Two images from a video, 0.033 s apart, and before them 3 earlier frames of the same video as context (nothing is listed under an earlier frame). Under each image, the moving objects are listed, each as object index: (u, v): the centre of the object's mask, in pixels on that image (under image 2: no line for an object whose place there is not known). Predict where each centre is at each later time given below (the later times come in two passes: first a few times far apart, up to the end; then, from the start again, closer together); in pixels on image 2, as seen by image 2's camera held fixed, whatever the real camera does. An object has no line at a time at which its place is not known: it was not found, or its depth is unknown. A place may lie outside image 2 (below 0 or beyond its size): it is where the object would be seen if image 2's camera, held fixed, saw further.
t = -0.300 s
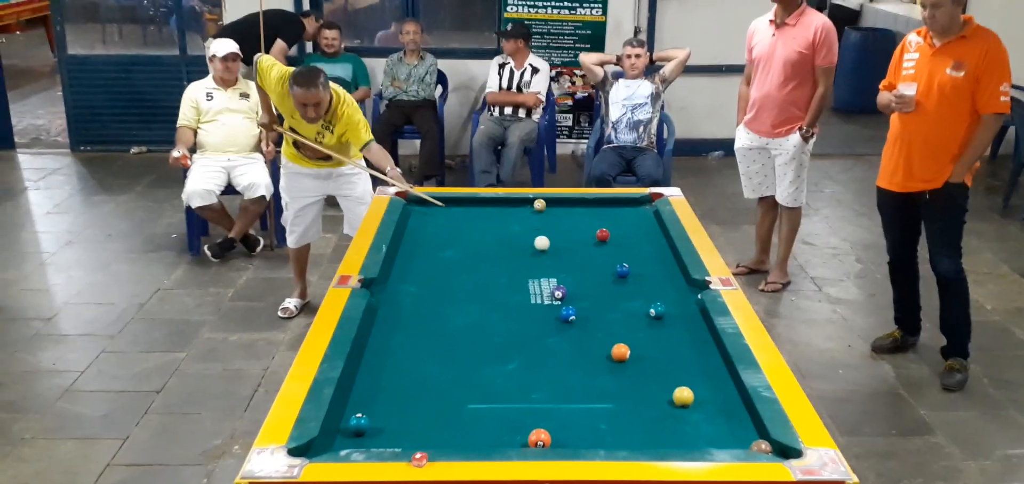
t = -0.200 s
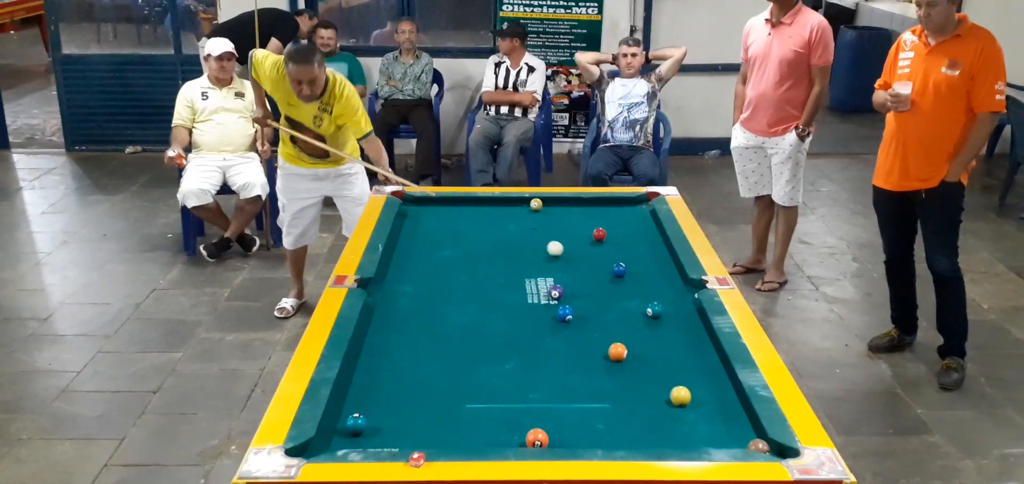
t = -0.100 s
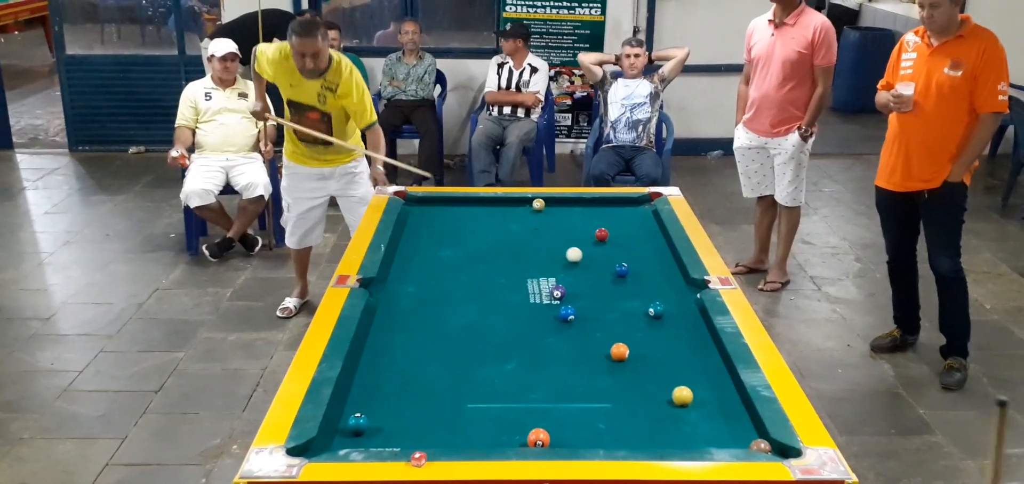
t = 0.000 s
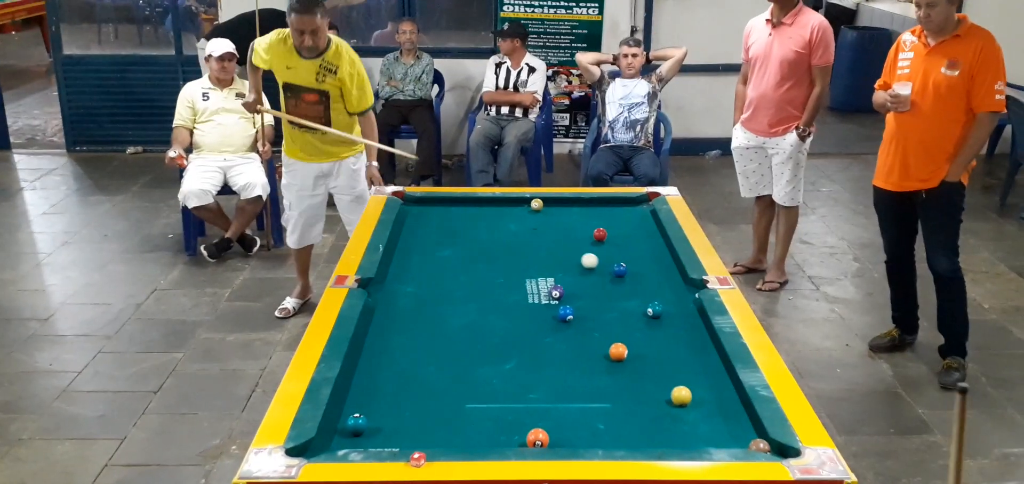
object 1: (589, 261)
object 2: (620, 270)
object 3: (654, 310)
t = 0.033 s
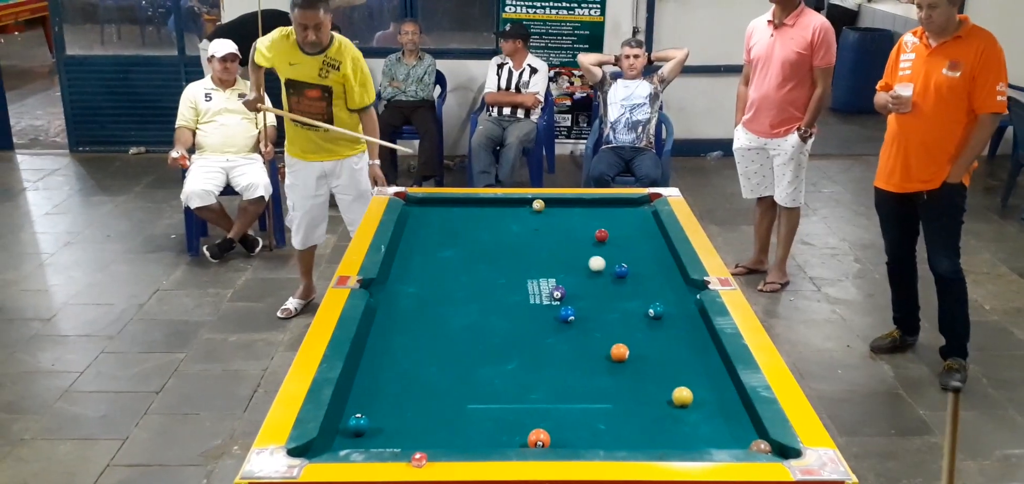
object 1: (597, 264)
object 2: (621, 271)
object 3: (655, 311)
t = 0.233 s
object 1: (613, 274)
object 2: (648, 276)
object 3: (655, 311)
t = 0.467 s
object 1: (626, 283)
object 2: (687, 282)
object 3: (655, 311)
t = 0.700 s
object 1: (638, 293)
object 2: (698, 289)
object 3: (655, 311)
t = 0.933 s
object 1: (649, 301)
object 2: (693, 288)
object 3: (656, 311)
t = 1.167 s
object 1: (656, 306)
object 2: (689, 286)
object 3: (662, 318)
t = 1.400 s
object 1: (660, 309)
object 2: (688, 285)
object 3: (667, 324)
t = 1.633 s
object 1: (663, 311)
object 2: (687, 285)
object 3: (671, 330)
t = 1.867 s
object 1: (665, 313)
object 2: (687, 285)
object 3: (675, 336)
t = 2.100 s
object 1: (666, 313)
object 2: (687, 285)
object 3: (678, 339)
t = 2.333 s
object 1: (666, 313)
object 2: (688, 285)
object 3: (681, 341)
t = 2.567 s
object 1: (666, 313)
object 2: (688, 285)
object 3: (681, 344)
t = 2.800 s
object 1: (666, 313)
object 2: (688, 285)
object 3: (681, 344)
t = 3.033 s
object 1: (667, 313)
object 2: (687, 285)
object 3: (681, 344)
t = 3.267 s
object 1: (667, 313)
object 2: (688, 285)
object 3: (681, 344)
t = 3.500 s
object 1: (667, 312)
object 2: (688, 284)
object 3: (682, 344)
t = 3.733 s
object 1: (666, 313)
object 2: (687, 284)
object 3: (681, 344)
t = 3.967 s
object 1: (666, 313)
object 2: (687, 284)
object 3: (681, 344)
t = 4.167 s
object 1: (666, 313)
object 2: (688, 285)
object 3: (681, 344)
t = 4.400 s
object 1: (666, 313)
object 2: (687, 285)
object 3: (681, 344)
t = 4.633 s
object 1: (666, 313)
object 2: (688, 284)
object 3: (681, 344)
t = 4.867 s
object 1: (666, 313)
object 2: (688, 284)
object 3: (681, 344)
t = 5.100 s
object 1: (666, 313)
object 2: (687, 285)
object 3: (681, 344)
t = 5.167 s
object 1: (666, 313)
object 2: (688, 284)
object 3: (681, 344)
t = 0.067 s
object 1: (602, 266)
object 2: (621, 271)
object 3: (655, 311)
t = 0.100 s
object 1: (607, 268)
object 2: (623, 271)
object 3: (655, 311)
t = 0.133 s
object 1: (608, 269)
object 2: (632, 273)
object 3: (655, 311)
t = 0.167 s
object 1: (610, 271)
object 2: (638, 274)
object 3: (655, 311)
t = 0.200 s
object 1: (612, 272)
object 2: (643, 275)
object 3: (655, 311)
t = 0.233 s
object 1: (613, 274)
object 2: (648, 276)
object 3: (655, 311)
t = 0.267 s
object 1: (615, 275)
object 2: (654, 277)
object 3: (655, 311)
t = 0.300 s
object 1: (617, 276)
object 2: (660, 278)
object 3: (655, 311)
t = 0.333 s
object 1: (619, 278)
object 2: (665, 279)
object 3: (655, 311)
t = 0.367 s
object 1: (621, 279)
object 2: (671, 280)
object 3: (655, 311)
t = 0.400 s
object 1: (622, 281)
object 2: (676, 280)
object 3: (655, 311)
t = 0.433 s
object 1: (624, 282)
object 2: (682, 281)
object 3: (655, 311)
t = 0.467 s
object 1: (626, 283)
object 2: (687, 282)
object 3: (655, 311)
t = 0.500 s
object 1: (628, 285)
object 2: (689, 284)
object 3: (655, 311)
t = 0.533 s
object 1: (630, 286)
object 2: (691, 285)
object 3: (655, 311)
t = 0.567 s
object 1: (631, 288)
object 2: (693, 286)
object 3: (655, 311)
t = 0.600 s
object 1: (633, 289)
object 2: (695, 287)
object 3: (655, 311)
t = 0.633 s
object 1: (635, 290)
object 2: (696, 288)
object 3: (655, 311)
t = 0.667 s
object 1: (636, 292)
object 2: (698, 289)
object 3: (655, 311)
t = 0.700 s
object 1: (638, 293)
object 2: (698, 289)
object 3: (655, 311)
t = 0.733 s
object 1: (640, 295)
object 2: (697, 289)
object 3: (655, 311)
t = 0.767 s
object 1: (641, 296)
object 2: (696, 289)
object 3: (655, 311)
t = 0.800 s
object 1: (643, 297)
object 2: (695, 289)
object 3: (655, 311)
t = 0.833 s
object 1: (645, 299)
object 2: (694, 289)
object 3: (655, 311)
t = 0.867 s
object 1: (646, 300)
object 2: (694, 289)
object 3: (656, 311)
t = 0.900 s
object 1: (647, 300)
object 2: (693, 288)
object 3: (656, 311)
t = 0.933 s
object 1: (649, 301)
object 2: (693, 288)
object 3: (656, 311)
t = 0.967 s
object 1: (650, 302)
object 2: (692, 288)
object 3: (656, 311)
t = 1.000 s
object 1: (651, 303)
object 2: (692, 288)
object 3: (657, 313)
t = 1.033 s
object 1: (652, 303)
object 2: (691, 287)
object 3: (658, 314)
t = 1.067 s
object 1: (653, 304)
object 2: (690, 287)
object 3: (659, 315)
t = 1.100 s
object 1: (654, 305)
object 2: (690, 287)
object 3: (660, 316)
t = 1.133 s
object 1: (655, 305)
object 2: (690, 286)
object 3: (661, 317)
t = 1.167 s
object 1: (656, 306)
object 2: (689, 286)
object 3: (662, 318)
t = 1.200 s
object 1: (657, 306)
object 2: (689, 286)
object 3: (662, 319)
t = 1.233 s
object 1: (657, 307)
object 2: (689, 286)
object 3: (663, 319)
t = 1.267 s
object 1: (658, 307)
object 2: (688, 286)
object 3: (664, 321)
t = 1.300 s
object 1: (659, 308)
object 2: (688, 285)
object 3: (665, 321)
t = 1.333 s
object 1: (659, 308)
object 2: (688, 285)
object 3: (666, 322)
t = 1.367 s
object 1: (660, 309)
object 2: (688, 285)
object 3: (666, 323)
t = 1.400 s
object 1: (660, 309)
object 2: (688, 285)
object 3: (667, 324)
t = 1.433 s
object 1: (661, 310)
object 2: (688, 285)
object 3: (667, 325)
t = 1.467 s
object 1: (661, 310)
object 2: (687, 285)
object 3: (668, 326)
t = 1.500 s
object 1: (662, 310)
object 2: (687, 285)
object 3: (668, 327)
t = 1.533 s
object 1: (662, 311)
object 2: (687, 285)
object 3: (669, 328)
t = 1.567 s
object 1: (663, 311)
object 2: (687, 285)
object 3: (669, 329)
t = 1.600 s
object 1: (663, 311)
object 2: (687, 285)
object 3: (670, 329)
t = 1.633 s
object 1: (663, 311)
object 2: (687, 285)
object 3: (671, 330)
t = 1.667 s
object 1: (664, 312)
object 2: (687, 285)
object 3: (671, 331)
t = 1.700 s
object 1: (664, 312)
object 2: (687, 285)
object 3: (672, 332)
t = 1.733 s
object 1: (664, 312)
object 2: (687, 285)
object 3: (673, 333)
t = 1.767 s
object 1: (665, 312)
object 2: (687, 285)
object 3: (673, 333)
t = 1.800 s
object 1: (665, 312)
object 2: (687, 285)
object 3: (674, 334)
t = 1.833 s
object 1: (665, 312)
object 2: (687, 285)
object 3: (674, 335)
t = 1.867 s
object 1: (665, 313)
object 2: (687, 285)
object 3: (675, 336)
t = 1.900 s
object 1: (666, 313)
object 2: (688, 285)
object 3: (675, 336)
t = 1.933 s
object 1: (666, 313)
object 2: (687, 285)
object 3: (676, 337)
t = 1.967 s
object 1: (666, 313)
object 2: (687, 285)
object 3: (676, 337)
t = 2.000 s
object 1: (666, 313)
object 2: (687, 285)
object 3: (677, 338)
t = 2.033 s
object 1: (666, 313)
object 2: (687, 285)
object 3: (677, 338)
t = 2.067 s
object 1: (666, 313)
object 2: (687, 285)
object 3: (678, 339)
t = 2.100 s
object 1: (666, 313)
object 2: (687, 285)
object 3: (678, 339)
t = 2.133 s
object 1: (666, 313)
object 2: (687, 285)
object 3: (678, 340)
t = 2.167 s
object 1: (666, 313)
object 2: (687, 285)
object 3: (679, 340)
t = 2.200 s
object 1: (666, 313)
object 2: (688, 285)
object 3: (679, 340)
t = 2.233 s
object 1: (666, 313)
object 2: (688, 285)
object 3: (680, 340)
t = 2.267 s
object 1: (666, 313)
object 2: (687, 285)
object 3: (681, 340)
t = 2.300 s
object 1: (666, 313)
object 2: (687, 285)
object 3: (681, 341)
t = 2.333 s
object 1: (666, 313)
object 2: (688, 285)
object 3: (681, 341)
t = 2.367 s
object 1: (666, 313)
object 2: (688, 285)
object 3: (681, 341)
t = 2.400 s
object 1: (666, 313)
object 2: (687, 285)
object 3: (681, 341)
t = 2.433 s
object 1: (666, 313)
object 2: (687, 285)
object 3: (680, 343)
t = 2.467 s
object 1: (667, 313)
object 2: (687, 285)
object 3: (680, 343)
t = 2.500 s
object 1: (666, 313)
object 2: (687, 285)
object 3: (681, 343)
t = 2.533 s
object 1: (666, 313)
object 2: (687, 285)
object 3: (681, 343)
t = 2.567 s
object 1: (666, 313)
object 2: (688, 285)
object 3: (681, 344)
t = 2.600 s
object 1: (666, 313)
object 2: (687, 285)
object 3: (681, 344)
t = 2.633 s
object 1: (666, 313)
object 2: (687, 285)
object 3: (681, 344)
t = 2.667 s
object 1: (667, 313)
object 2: (688, 285)
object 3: (681, 344)
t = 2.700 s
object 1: (667, 313)
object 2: (688, 285)
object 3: (681, 344)
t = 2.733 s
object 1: (666, 313)
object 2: (687, 285)
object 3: (681, 344)
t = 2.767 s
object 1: (667, 313)
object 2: (688, 285)
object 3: (681, 344)
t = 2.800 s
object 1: (666, 313)
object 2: (688, 285)
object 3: (681, 344)
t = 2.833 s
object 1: (666, 313)
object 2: (687, 285)
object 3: (681, 344)
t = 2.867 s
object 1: (667, 313)
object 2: (688, 285)
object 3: (681, 344)
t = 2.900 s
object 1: (667, 313)
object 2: (688, 285)
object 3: (681, 344)
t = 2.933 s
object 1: (666, 313)
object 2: (688, 285)
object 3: (681, 344)
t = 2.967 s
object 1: (667, 313)
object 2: (687, 285)
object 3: (681, 344)
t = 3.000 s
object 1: (666, 313)
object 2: (687, 285)
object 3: (681, 344)
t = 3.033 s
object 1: (667, 313)
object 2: (687, 285)
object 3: (681, 344)
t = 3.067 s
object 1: (667, 313)
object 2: (687, 285)
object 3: (681, 344)
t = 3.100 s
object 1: (666, 313)
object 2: (687, 285)
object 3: (681, 344)
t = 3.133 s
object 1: (667, 313)
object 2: (688, 285)
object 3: (681, 344)
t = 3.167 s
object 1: (667, 313)
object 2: (688, 285)
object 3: (681, 344)
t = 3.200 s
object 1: (667, 313)
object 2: (688, 285)
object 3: (681, 344)
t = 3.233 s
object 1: (667, 313)
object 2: (688, 285)
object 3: (681, 344)
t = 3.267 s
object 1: (667, 313)
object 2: (688, 285)
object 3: (681, 344)
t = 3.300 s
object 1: (667, 313)
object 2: (688, 285)
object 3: (681, 344)
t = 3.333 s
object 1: (667, 313)
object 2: (688, 285)
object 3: (681, 344)
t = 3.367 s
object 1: (667, 313)
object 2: (688, 285)
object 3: (681, 344)
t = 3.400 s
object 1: (666, 313)
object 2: (688, 284)
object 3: (681, 344)
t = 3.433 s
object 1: (667, 313)
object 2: (688, 284)
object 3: (681, 344)
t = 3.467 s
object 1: (666, 313)
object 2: (688, 284)
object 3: (681, 344)
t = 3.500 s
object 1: (667, 312)
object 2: (688, 284)
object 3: (682, 344)
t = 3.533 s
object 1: (667, 312)
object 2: (688, 284)
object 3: (682, 344)
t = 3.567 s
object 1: (667, 313)
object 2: (687, 285)
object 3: (681, 344)
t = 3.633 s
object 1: (666, 313)
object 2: (687, 285)
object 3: (681, 344)
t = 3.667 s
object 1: (666, 313)
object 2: (687, 284)
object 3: (681, 344)
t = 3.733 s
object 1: (666, 313)
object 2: (687, 284)
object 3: (681, 344)
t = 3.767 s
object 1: (666, 313)
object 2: (687, 285)
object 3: (681, 344)
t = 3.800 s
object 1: (666, 313)
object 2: (687, 284)
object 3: (681, 344)
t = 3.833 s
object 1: (667, 313)
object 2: (688, 285)
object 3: (681, 344)
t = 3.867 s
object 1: (667, 313)
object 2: (688, 284)
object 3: (681, 344)
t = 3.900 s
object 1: (667, 313)
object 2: (688, 284)
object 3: (682, 344)
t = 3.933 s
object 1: (666, 313)
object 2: (688, 284)
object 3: (681, 344)
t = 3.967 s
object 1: (666, 313)
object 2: (687, 284)
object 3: (681, 344)
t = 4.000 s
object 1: (666, 313)
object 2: (687, 285)
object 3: (681, 344)
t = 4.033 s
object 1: (666, 313)
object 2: (687, 284)
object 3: (681, 344)
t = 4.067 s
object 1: (666, 313)
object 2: (687, 285)
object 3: (681, 344)
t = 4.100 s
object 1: (666, 313)
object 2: (687, 285)
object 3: (681, 344)
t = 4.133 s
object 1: (666, 313)
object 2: (688, 285)
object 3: (681, 344)
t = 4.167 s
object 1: (666, 313)
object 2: (688, 285)
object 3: (681, 344)
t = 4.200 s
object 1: (666, 313)
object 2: (687, 285)
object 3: (681, 344)
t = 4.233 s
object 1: (666, 313)
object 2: (687, 285)
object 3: (681, 344)
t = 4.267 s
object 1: (666, 313)
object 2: (687, 285)
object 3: (681, 344)
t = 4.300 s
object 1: (666, 313)
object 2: (687, 285)
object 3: (681, 344)
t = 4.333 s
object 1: (666, 313)
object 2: (687, 285)
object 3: (681, 344)
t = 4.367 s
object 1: (666, 313)
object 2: (687, 285)
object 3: (681, 344)
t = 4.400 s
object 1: (666, 313)
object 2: (687, 285)
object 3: (681, 344)
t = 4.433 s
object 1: (666, 313)
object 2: (687, 285)
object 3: (681, 344)
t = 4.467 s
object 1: (666, 313)
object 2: (687, 285)
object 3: (681, 344)
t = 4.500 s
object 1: (666, 313)
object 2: (687, 284)
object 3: (681, 344)
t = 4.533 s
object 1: (666, 313)
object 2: (687, 284)
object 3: (681, 344)
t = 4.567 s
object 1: (666, 313)
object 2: (687, 284)
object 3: (681, 344)
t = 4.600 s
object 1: (666, 313)
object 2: (688, 284)
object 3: (681, 344)
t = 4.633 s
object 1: (666, 313)
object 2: (688, 284)
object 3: (681, 344)
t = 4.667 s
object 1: (666, 313)
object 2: (687, 284)
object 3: (681, 344)
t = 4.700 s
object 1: (666, 313)
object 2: (687, 285)
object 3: (681, 344)
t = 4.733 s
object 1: (666, 313)
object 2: (688, 284)
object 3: (681, 344)
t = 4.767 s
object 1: (666, 313)
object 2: (688, 284)
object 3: (681, 344)
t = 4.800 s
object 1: (666, 313)
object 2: (687, 284)
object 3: (681, 344)
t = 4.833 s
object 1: (666, 313)
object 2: (687, 284)
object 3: (681, 344)
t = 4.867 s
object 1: (666, 313)
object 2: (688, 284)
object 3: (681, 344)
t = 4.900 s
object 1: (666, 313)
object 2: (687, 284)
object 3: (681, 344)
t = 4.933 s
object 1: (666, 313)
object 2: (687, 285)
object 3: (681, 344)
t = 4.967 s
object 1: (666, 313)
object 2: (688, 284)
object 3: (681, 344)
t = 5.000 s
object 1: (666, 313)
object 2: (688, 284)
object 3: (681, 344)
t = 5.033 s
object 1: (666, 313)
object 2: (687, 285)
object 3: (681, 344)
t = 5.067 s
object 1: (666, 313)
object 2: (687, 285)
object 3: (681, 344)
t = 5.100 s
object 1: (666, 313)
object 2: (687, 285)
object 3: (681, 344)
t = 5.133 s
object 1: (666, 313)
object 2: (687, 285)
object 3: (681, 344)
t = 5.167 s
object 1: (666, 313)
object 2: (688, 284)
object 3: (681, 344)
